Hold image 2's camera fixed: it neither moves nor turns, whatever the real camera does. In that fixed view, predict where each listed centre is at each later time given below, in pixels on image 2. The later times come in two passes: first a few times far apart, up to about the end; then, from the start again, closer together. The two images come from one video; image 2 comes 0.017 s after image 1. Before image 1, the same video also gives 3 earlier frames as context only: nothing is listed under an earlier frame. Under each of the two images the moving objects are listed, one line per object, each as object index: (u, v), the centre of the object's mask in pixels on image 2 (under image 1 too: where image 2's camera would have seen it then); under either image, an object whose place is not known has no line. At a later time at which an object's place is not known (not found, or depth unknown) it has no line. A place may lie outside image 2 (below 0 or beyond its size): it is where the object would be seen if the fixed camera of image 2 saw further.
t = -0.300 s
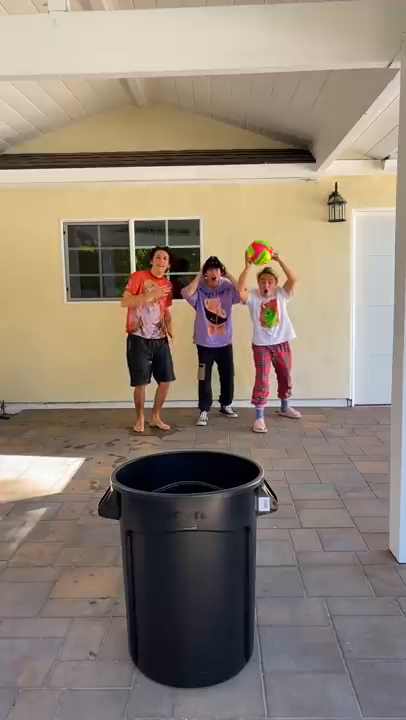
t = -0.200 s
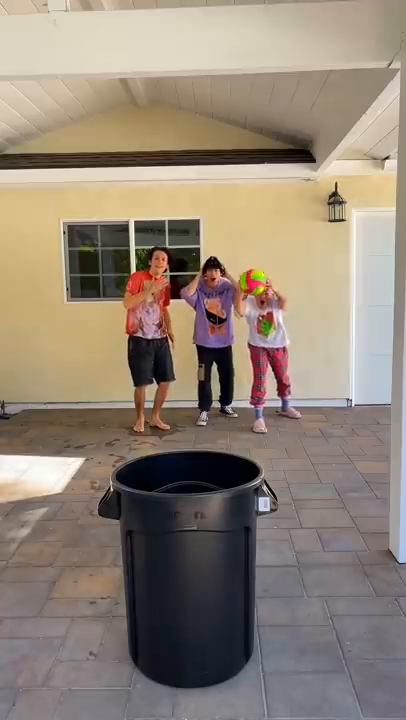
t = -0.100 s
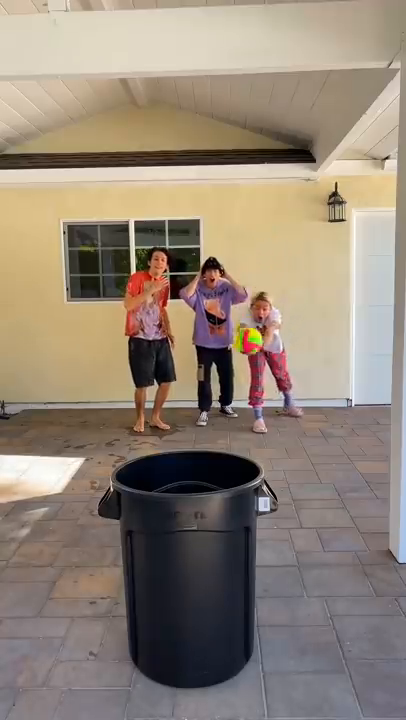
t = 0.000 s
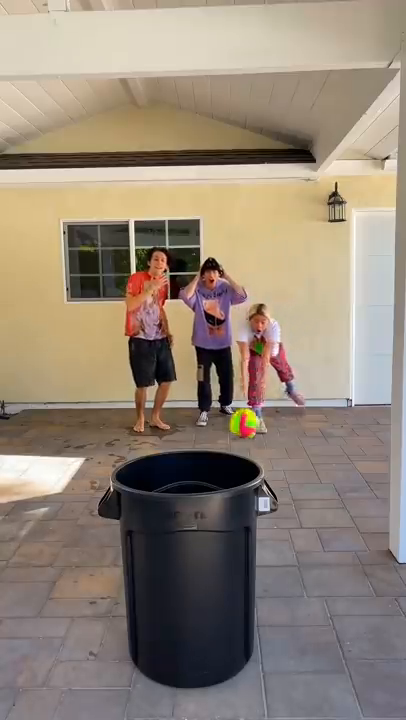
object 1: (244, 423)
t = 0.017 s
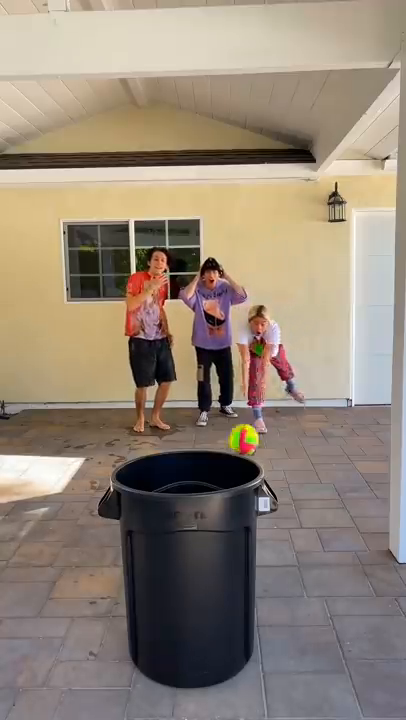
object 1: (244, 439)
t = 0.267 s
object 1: (228, 359)
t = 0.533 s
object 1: (205, 293)
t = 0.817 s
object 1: (171, 384)
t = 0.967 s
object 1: (168, 488)
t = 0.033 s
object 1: (245, 450)
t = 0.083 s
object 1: (242, 447)
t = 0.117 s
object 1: (239, 432)
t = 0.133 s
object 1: (238, 423)
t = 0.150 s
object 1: (237, 413)
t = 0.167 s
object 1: (235, 405)
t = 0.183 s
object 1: (234, 396)
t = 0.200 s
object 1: (233, 389)
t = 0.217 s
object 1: (232, 382)
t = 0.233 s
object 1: (231, 374)
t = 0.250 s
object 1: (230, 366)
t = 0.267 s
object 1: (228, 359)
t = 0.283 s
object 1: (227, 352)
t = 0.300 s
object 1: (226, 345)
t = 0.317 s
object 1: (224, 339)
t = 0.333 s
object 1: (223, 333)
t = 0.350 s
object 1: (222, 327)
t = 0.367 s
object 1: (221, 322)
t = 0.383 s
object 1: (219, 316)
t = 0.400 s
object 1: (218, 313)
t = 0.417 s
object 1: (217, 308)
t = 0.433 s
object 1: (215, 305)
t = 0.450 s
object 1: (213, 301)
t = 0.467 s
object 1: (211, 298)
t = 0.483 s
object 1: (210, 296)
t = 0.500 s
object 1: (208, 294)
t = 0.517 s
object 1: (206, 293)
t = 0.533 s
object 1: (205, 293)
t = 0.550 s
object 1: (203, 292)
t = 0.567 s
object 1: (201, 292)
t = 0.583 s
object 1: (200, 293)
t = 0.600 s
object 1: (198, 295)
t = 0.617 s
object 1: (196, 297)
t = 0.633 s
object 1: (194, 300)
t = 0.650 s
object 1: (192, 304)
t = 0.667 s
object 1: (190, 307)
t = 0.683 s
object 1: (189, 312)
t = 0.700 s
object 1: (187, 318)
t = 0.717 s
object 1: (184, 325)
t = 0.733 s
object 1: (182, 331)
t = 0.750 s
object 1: (180, 340)
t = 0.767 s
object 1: (177, 350)
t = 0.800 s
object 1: (173, 371)
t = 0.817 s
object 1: (171, 384)
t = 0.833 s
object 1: (169, 397)
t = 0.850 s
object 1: (166, 412)
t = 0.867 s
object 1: (163, 427)
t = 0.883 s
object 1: (161, 445)
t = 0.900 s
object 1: (158, 461)
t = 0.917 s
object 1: (157, 473)
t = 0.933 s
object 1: (160, 479)
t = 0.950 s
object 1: (164, 483)
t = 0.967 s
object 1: (168, 488)
